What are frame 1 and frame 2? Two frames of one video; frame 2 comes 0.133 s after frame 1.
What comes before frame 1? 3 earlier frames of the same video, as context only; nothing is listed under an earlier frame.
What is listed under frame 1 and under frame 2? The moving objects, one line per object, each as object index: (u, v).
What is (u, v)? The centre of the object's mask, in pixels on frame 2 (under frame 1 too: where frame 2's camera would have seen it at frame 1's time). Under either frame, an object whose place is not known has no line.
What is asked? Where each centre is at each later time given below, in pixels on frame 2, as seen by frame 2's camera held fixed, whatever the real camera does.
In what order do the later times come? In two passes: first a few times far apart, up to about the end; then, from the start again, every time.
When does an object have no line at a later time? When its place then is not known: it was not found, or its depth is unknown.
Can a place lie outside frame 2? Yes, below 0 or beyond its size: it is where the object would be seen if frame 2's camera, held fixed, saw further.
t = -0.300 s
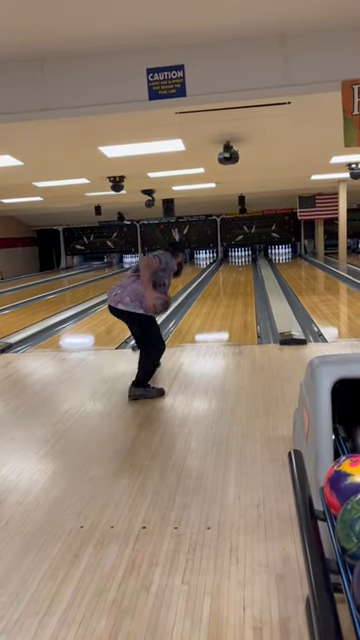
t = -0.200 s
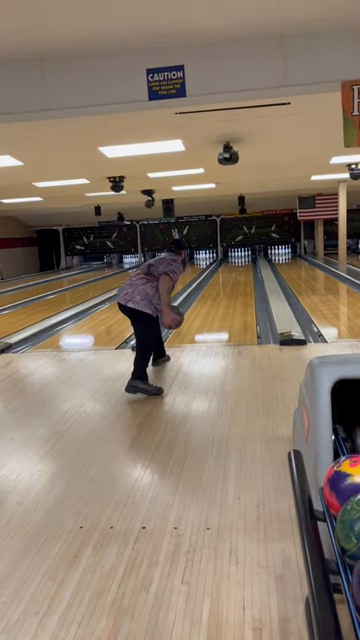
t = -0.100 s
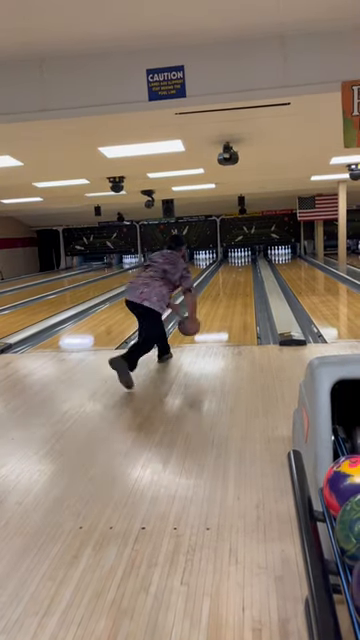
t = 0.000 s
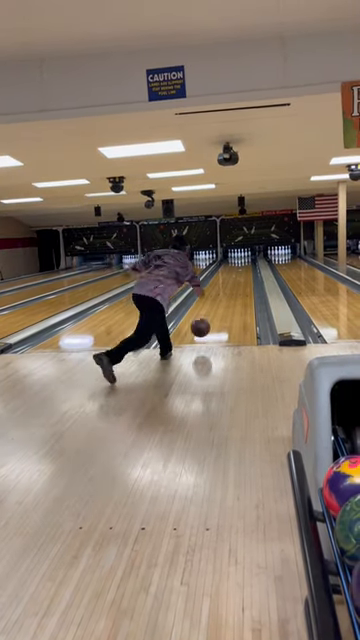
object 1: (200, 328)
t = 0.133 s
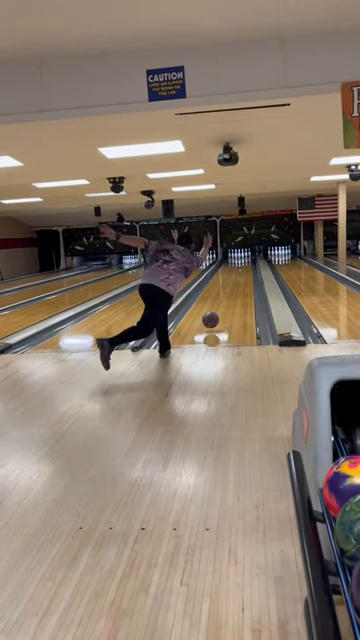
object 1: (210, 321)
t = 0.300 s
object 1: (219, 309)
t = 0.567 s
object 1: (229, 293)
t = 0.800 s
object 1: (235, 284)
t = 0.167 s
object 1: (212, 318)
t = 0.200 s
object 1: (214, 315)
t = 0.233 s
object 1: (216, 313)
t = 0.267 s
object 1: (217, 311)
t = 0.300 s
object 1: (219, 309)
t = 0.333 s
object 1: (221, 307)
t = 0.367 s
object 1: (222, 305)
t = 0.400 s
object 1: (223, 302)
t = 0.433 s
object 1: (225, 300)
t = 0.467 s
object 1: (226, 298)
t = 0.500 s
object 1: (227, 296)
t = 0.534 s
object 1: (228, 295)
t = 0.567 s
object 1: (229, 293)
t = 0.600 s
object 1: (230, 293)
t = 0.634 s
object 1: (231, 291)
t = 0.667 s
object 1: (231, 290)
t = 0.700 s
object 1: (232, 288)
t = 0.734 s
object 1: (233, 287)
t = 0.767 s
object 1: (234, 285)
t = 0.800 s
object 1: (235, 284)
